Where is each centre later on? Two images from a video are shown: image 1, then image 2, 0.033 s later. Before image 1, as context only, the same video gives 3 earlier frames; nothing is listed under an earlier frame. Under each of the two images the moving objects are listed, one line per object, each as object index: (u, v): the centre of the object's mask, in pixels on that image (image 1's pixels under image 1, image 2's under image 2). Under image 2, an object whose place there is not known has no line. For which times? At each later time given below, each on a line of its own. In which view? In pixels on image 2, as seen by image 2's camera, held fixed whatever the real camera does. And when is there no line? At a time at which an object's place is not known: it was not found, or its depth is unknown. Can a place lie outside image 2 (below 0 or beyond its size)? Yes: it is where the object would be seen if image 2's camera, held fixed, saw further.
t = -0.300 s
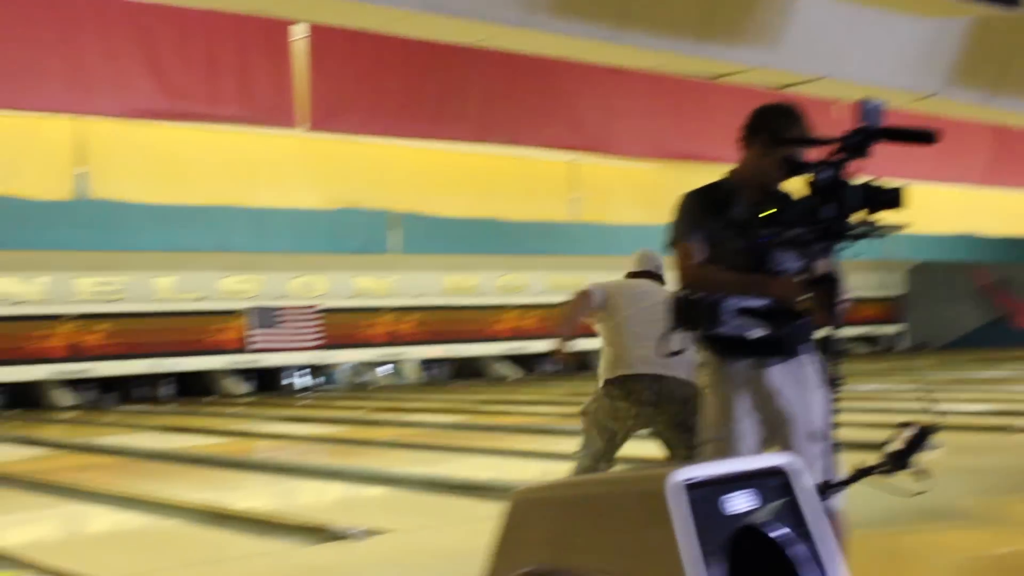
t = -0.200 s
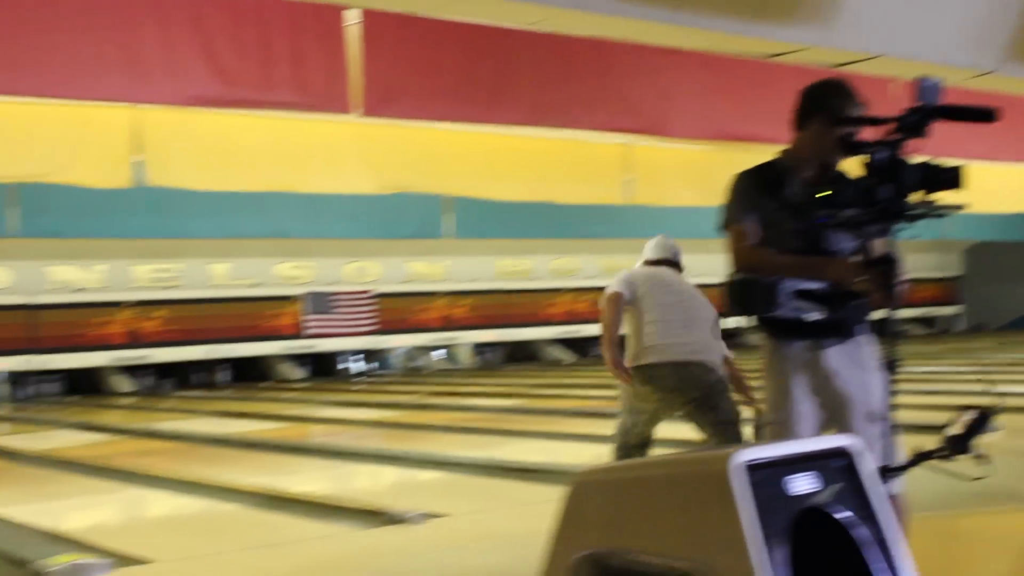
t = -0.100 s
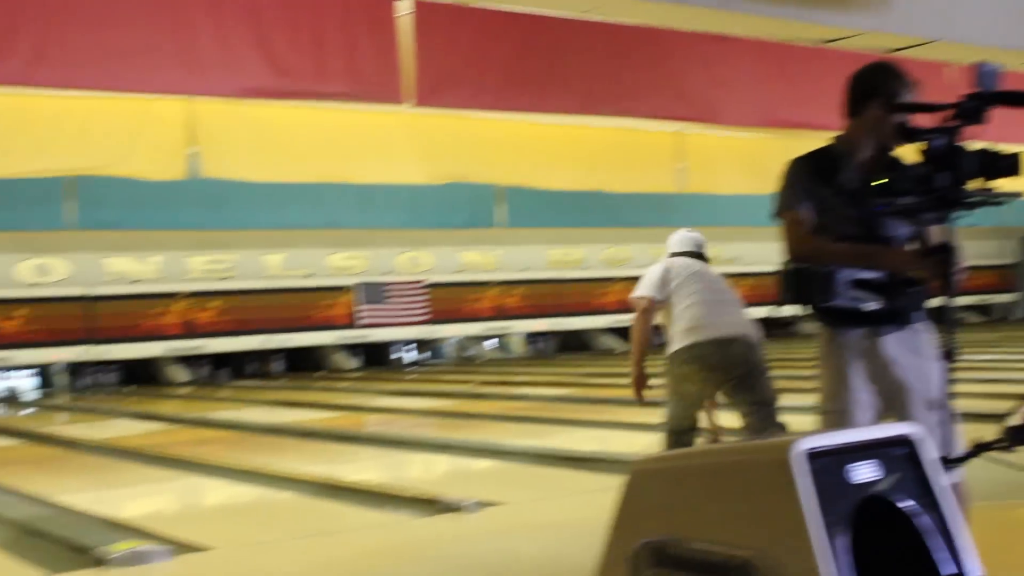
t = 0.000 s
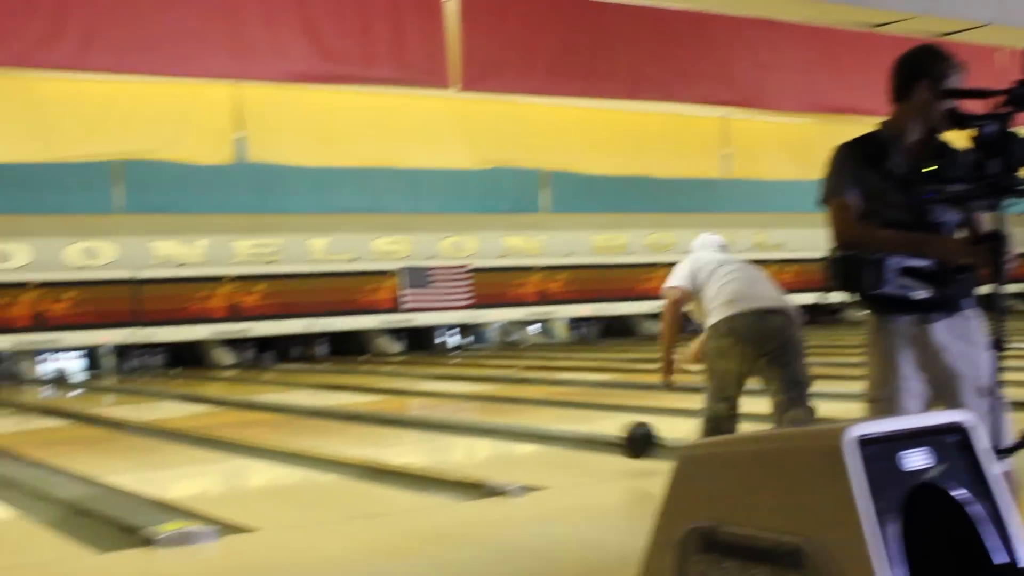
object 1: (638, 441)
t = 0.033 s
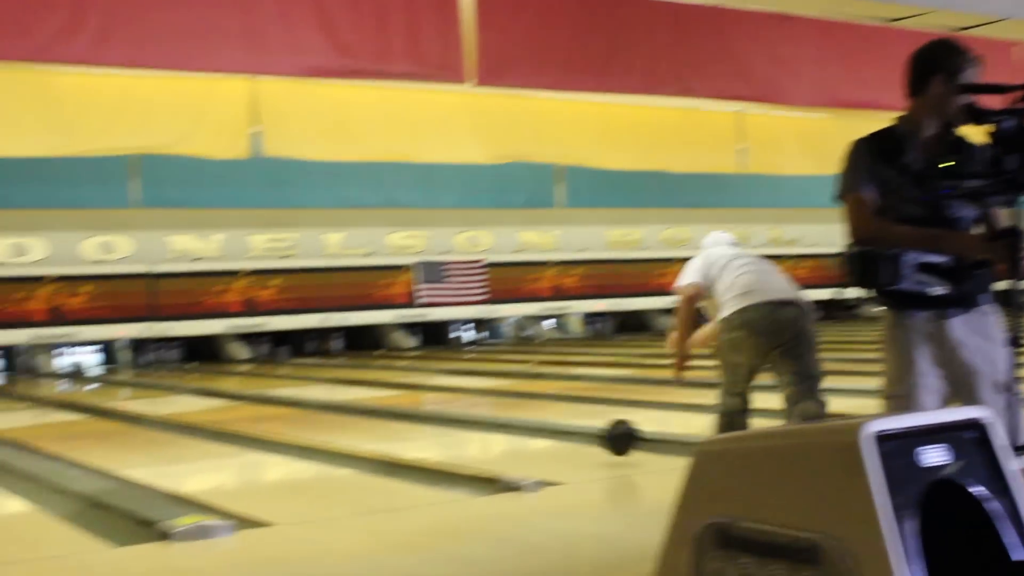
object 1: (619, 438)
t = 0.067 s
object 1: (589, 441)
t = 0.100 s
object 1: (558, 438)
